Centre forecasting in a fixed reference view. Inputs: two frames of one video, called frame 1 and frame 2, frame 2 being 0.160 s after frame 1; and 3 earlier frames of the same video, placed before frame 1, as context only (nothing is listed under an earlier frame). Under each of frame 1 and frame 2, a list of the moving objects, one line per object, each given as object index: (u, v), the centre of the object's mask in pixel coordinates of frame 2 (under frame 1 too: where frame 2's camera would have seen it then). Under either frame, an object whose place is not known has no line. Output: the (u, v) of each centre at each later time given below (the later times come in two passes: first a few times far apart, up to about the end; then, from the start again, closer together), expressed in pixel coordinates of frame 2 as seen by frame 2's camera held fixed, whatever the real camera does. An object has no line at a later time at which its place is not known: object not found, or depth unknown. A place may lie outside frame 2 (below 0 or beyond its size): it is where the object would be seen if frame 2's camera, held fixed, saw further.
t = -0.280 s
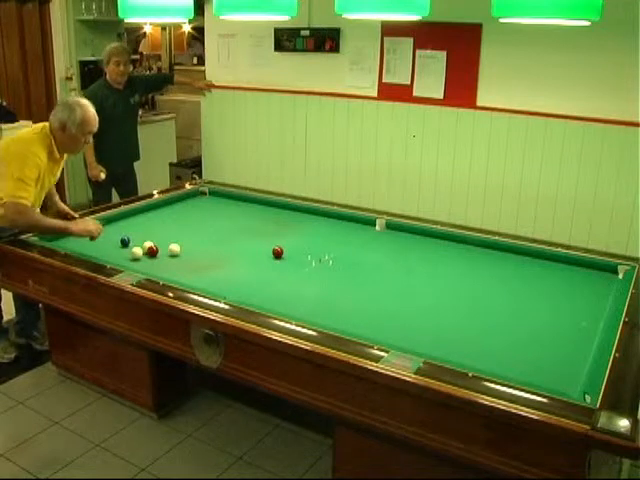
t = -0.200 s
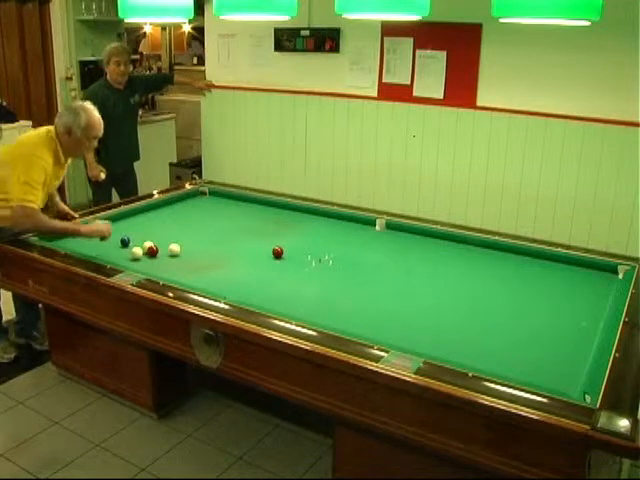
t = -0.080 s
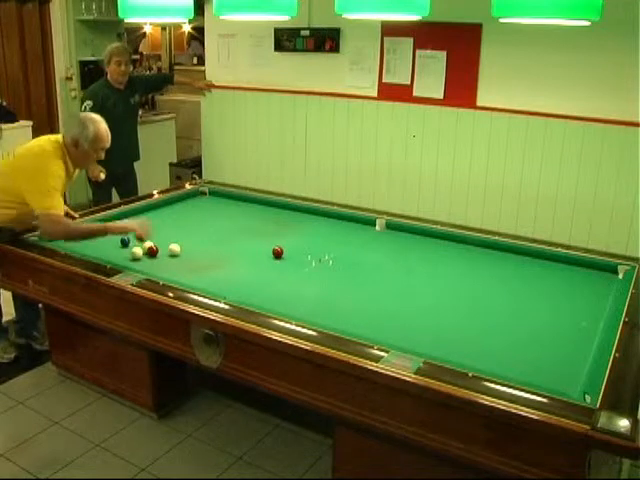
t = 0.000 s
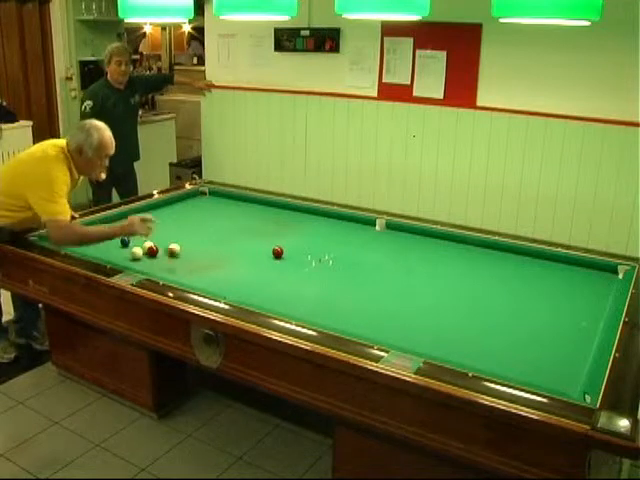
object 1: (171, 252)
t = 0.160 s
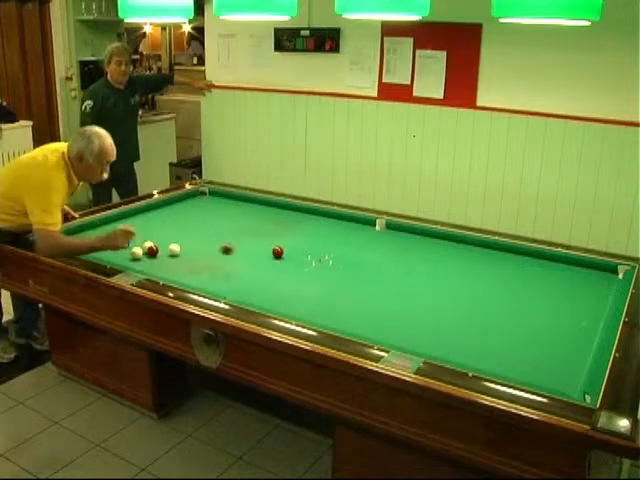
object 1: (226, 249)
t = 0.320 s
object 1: (281, 261)
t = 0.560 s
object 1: (353, 267)
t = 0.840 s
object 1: (432, 275)
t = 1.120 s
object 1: (512, 280)
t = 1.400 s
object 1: (587, 283)
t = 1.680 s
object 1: (583, 273)
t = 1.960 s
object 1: (549, 260)
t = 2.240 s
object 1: (515, 254)
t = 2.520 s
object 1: (480, 252)
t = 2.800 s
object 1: (448, 249)
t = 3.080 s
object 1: (417, 246)
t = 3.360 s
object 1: (387, 243)
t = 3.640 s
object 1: (359, 240)
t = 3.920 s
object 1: (331, 238)
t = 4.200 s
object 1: (303, 235)
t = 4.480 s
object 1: (278, 233)
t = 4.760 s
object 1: (254, 231)
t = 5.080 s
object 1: (228, 229)
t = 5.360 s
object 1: (206, 227)
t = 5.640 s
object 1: (185, 225)
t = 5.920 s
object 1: (166, 223)
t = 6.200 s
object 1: (147, 222)
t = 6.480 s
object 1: (130, 220)
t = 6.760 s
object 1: (116, 219)
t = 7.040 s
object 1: (118, 222)
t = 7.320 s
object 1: (119, 224)
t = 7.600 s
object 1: (121, 227)
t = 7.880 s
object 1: (122, 229)
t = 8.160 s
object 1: (125, 231)
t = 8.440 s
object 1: (127, 233)
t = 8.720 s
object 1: (128, 234)
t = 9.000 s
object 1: (130, 237)
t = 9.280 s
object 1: (132, 238)
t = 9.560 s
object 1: (134, 239)
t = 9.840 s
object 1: (135, 239)
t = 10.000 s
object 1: (136, 239)
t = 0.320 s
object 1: (281, 261)
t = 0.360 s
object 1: (293, 260)
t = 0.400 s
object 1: (306, 261)
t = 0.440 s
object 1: (318, 266)
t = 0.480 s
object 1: (330, 268)
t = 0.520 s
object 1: (342, 266)
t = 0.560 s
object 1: (353, 267)
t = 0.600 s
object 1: (364, 272)
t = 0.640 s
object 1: (376, 271)
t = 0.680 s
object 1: (387, 273)
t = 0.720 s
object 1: (398, 273)
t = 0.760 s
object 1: (410, 274)
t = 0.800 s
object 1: (421, 275)
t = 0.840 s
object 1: (432, 275)
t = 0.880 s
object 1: (444, 277)
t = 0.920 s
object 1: (455, 277)
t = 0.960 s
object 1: (466, 278)
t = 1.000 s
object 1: (477, 279)
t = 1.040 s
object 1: (489, 279)
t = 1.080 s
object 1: (500, 279)
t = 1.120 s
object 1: (512, 280)
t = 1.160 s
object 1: (522, 280)
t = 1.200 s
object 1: (533, 281)
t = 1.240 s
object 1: (544, 281)
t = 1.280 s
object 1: (556, 281)
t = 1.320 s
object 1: (567, 282)
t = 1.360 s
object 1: (577, 283)
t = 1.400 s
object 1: (587, 283)
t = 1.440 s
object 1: (599, 285)
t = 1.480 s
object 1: (609, 284)
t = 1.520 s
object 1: (609, 282)
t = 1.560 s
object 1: (602, 280)
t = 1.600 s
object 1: (596, 278)
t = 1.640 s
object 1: (589, 276)
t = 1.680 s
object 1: (583, 273)
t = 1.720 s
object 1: (579, 271)
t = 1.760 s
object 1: (572, 269)
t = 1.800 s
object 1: (568, 267)
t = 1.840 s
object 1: (563, 265)
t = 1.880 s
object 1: (558, 263)
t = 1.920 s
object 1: (553, 261)
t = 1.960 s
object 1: (549, 260)
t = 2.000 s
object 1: (545, 259)
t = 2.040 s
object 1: (540, 258)
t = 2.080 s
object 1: (532, 256)
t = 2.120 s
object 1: (528, 256)
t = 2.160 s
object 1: (523, 256)
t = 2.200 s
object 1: (519, 255)
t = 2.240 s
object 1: (515, 254)
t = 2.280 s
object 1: (509, 254)
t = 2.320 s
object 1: (504, 253)
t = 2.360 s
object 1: (500, 253)
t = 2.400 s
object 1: (495, 253)
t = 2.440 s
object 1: (490, 252)
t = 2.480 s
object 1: (485, 252)
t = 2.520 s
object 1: (480, 252)
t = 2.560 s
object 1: (476, 251)
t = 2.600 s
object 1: (471, 251)
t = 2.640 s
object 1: (467, 249)
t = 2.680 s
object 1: (462, 250)
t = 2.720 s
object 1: (458, 249)
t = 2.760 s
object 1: (453, 249)
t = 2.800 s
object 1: (448, 249)
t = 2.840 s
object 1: (444, 248)
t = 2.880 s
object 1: (439, 247)
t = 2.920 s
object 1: (435, 247)
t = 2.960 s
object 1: (431, 247)
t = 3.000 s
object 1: (426, 246)
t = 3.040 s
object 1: (422, 246)
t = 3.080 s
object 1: (417, 246)
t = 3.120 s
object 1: (413, 246)
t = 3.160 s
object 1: (409, 245)
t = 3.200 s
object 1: (404, 245)
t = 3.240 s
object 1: (400, 244)
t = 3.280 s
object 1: (396, 244)
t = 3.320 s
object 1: (392, 244)
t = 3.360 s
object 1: (387, 243)
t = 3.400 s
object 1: (383, 242)
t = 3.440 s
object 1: (379, 242)
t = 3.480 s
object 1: (375, 242)
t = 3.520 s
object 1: (371, 241)
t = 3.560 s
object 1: (366, 241)
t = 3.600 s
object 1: (362, 241)
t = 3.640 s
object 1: (359, 240)
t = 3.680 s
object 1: (354, 240)
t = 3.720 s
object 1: (350, 239)
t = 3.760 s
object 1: (346, 239)
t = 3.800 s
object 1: (342, 239)
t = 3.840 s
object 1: (338, 238)
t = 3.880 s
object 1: (334, 238)
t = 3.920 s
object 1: (331, 238)
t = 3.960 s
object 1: (327, 237)
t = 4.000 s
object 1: (322, 237)
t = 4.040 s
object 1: (319, 237)
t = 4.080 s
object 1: (315, 236)
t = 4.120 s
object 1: (311, 236)
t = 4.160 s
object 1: (307, 236)
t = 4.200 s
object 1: (303, 235)
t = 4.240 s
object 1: (300, 235)
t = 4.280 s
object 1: (296, 234)
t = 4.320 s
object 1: (293, 234)
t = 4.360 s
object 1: (289, 234)
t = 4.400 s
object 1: (285, 234)
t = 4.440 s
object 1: (282, 233)
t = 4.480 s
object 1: (278, 233)
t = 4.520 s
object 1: (275, 233)
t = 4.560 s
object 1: (271, 232)
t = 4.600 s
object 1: (268, 232)
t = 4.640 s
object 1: (264, 232)
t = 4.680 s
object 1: (261, 231)
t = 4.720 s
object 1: (257, 231)
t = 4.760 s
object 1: (254, 231)
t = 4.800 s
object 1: (250, 231)
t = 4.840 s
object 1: (247, 231)
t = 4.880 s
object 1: (244, 230)
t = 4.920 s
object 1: (241, 230)
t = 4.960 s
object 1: (238, 230)
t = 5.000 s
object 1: (234, 230)
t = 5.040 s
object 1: (231, 229)
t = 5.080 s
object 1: (228, 229)
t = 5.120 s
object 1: (225, 229)
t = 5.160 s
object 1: (222, 228)
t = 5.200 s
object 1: (218, 228)
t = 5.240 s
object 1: (215, 228)
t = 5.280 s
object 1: (212, 228)
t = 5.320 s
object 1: (209, 228)
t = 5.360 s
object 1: (206, 227)
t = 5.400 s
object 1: (203, 226)
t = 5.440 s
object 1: (200, 226)
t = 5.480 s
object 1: (197, 226)
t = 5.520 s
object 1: (194, 226)
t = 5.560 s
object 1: (191, 226)
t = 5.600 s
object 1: (188, 225)
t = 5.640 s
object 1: (185, 225)
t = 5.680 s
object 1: (182, 225)
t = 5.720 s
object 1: (179, 224)
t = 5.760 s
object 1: (177, 224)
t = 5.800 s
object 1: (174, 224)
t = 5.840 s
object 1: (171, 224)
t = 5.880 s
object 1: (168, 223)
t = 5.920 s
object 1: (166, 223)
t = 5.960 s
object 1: (163, 223)
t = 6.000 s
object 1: (160, 223)
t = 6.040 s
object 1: (158, 223)
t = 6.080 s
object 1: (155, 222)
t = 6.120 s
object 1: (152, 222)
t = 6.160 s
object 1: (150, 222)
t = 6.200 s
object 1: (147, 222)
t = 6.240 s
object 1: (145, 222)
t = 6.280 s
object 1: (142, 221)
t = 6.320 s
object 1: (139, 221)
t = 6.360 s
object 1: (137, 221)
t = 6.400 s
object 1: (134, 220)
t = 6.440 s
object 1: (132, 220)
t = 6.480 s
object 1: (130, 220)
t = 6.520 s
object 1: (126, 219)
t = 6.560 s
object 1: (123, 219)
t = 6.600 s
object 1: (122, 219)
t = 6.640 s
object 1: (120, 219)
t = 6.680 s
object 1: (118, 219)
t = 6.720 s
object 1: (116, 219)
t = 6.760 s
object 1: (116, 219)
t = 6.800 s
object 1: (116, 219)
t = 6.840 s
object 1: (117, 220)
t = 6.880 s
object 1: (117, 220)
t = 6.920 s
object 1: (117, 221)
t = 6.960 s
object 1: (118, 221)
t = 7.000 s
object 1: (118, 221)
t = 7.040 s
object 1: (118, 222)
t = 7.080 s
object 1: (118, 222)
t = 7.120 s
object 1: (118, 223)
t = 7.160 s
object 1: (118, 223)
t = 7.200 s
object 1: (118, 223)
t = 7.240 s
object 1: (118, 223)
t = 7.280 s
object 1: (119, 224)
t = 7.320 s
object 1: (119, 224)
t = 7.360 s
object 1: (119, 224)
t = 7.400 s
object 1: (120, 225)
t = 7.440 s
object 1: (120, 225)
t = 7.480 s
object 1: (120, 226)
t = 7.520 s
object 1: (120, 226)
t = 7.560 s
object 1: (121, 227)
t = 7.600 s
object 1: (121, 227)
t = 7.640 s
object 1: (121, 228)
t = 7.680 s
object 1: (122, 228)
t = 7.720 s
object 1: (122, 228)
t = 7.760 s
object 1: (122, 229)
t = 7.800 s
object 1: (122, 229)
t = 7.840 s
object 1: (122, 229)
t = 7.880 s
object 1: (122, 229)
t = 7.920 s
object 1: (123, 230)
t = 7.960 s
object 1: (123, 230)
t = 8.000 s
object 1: (123, 230)
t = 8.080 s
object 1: (125, 231)
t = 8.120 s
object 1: (125, 231)
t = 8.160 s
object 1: (125, 231)
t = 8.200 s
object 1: (125, 232)
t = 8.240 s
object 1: (126, 232)
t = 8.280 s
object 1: (126, 233)
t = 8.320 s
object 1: (126, 233)
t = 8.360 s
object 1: (126, 233)
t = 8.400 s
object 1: (127, 233)
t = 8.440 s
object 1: (127, 233)
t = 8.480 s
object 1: (127, 233)
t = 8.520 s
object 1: (128, 234)
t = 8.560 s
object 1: (128, 234)
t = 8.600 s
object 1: (128, 234)
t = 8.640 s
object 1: (128, 234)
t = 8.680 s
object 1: (128, 234)
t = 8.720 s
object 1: (128, 234)
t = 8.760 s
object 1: (128, 234)
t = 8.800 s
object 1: (129, 235)
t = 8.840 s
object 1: (129, 235)
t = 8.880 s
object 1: (130, 237)
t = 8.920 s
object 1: (130, 237)
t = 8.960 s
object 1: (130, 237)
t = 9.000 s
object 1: (130, 237)
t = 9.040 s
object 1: (131, 238)
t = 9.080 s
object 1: (131, 238)
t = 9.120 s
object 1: (131, 238)
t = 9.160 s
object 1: (132, 238)
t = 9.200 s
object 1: (132, 238)
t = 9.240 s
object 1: (132, 238)
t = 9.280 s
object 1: (132, 238)
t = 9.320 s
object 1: (132, 238)
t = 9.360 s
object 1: (133, 239)
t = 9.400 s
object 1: (133, 239)
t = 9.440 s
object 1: (133, 239)
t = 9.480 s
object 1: (133, 239)
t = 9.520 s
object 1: (134, 239)
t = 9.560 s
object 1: (134, 239)
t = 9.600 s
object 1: (134, 239)
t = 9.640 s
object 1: (134, 239)
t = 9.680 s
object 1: (134, 239)
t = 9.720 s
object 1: (134, 239)
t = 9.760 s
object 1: (135, 239)
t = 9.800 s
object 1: (135, 239)
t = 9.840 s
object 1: (135, 239)
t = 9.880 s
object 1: (135, 239)
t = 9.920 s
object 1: (135, 239)
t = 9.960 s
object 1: (135, 239)
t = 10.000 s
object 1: (136, 239)
